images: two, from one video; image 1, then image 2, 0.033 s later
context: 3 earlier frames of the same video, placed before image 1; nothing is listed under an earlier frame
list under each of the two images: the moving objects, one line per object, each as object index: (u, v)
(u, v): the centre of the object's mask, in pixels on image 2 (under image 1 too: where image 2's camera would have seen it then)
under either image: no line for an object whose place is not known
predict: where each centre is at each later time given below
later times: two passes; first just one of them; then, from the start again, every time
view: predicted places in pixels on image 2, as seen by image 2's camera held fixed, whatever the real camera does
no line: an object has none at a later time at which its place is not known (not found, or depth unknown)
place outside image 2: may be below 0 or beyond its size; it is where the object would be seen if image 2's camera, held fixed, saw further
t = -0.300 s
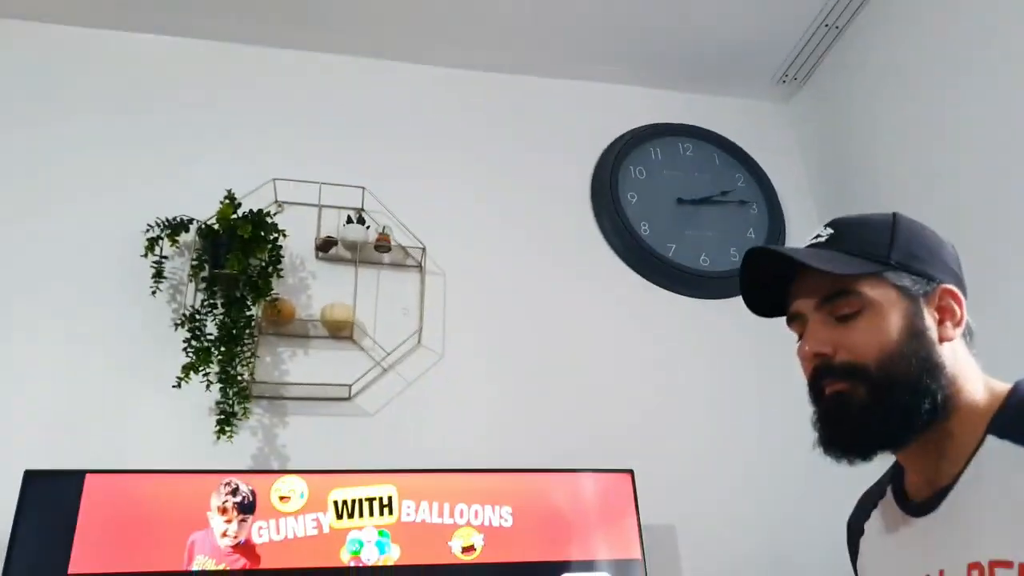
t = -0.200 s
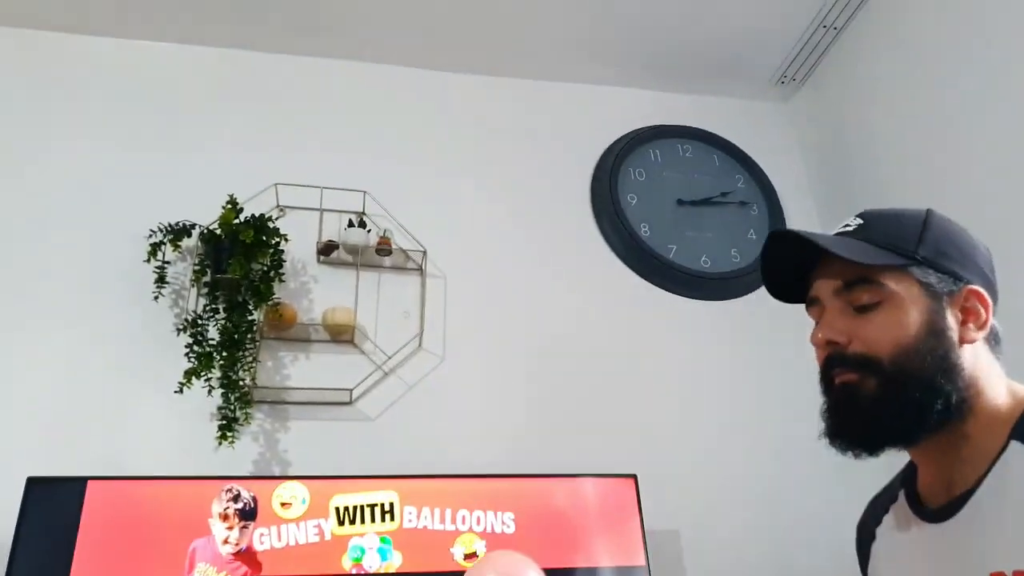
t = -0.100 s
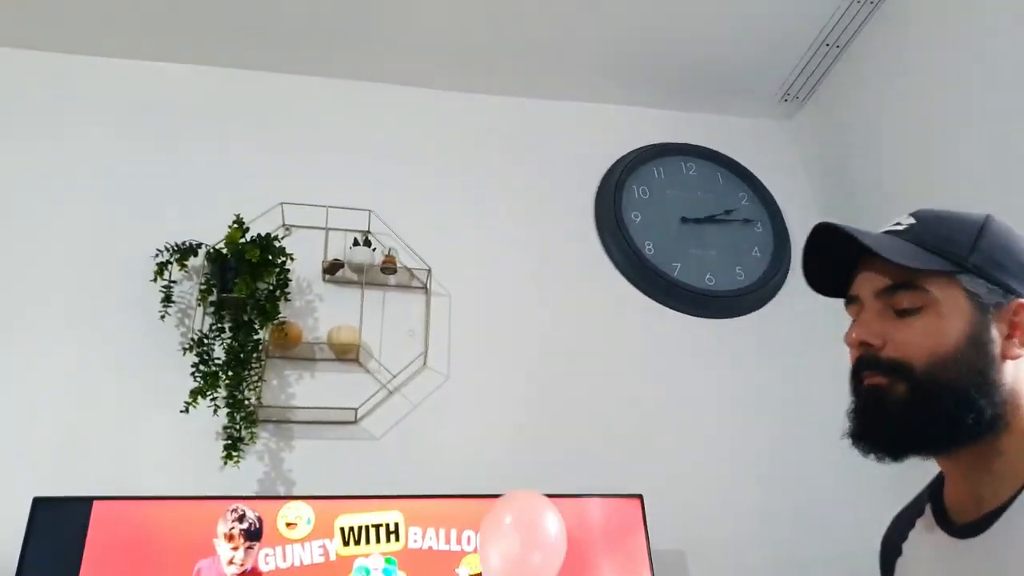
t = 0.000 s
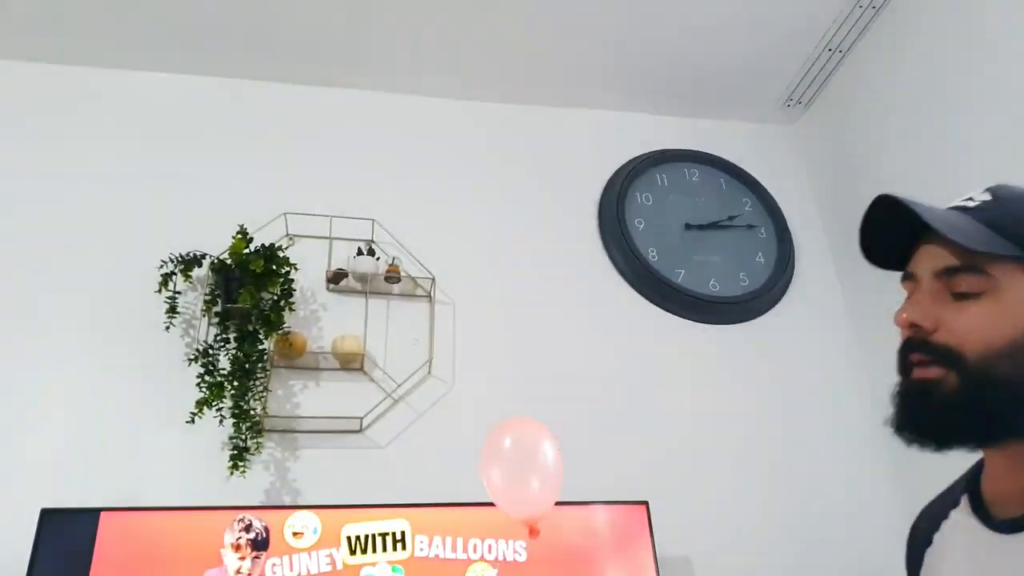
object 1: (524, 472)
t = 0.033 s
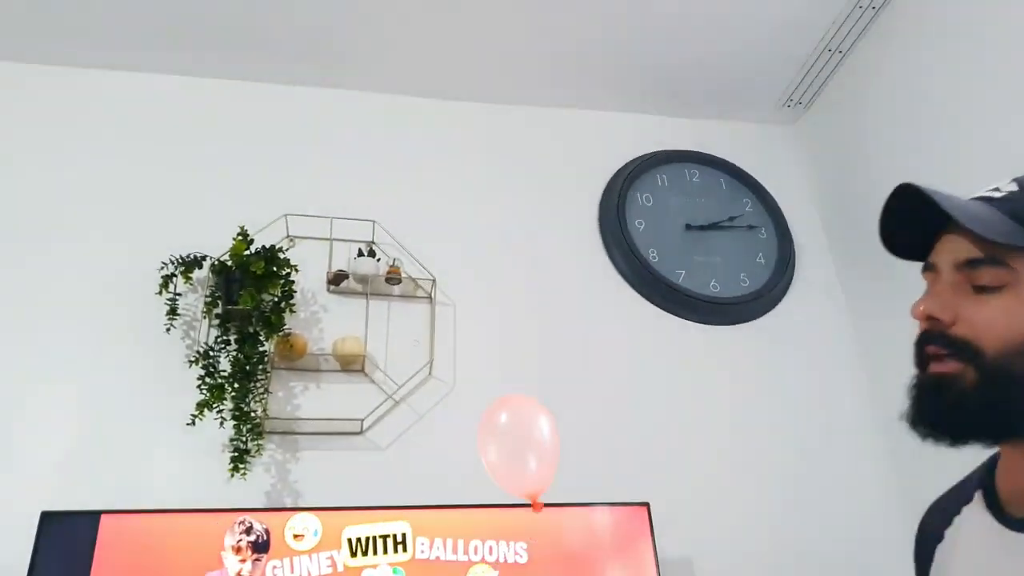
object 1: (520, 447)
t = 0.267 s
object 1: (488, 316)
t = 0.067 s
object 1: (515, 423)
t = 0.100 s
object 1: (510, 402)
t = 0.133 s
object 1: (506, 383)
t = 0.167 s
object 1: (501, 364)
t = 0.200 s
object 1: (497, 347)
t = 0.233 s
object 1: (494, 332)
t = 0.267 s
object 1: (488, 316)
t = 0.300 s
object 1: (484, 301)
